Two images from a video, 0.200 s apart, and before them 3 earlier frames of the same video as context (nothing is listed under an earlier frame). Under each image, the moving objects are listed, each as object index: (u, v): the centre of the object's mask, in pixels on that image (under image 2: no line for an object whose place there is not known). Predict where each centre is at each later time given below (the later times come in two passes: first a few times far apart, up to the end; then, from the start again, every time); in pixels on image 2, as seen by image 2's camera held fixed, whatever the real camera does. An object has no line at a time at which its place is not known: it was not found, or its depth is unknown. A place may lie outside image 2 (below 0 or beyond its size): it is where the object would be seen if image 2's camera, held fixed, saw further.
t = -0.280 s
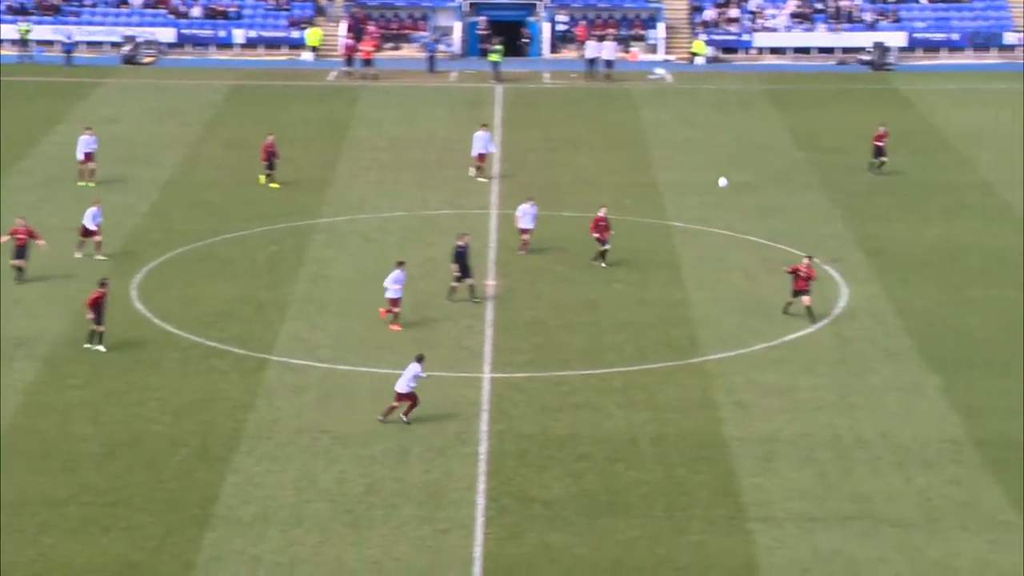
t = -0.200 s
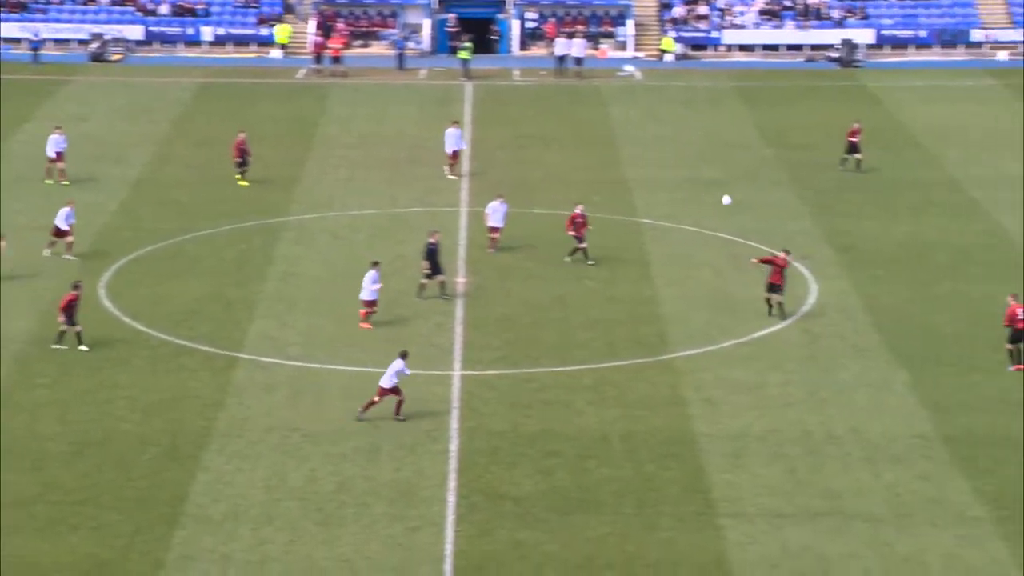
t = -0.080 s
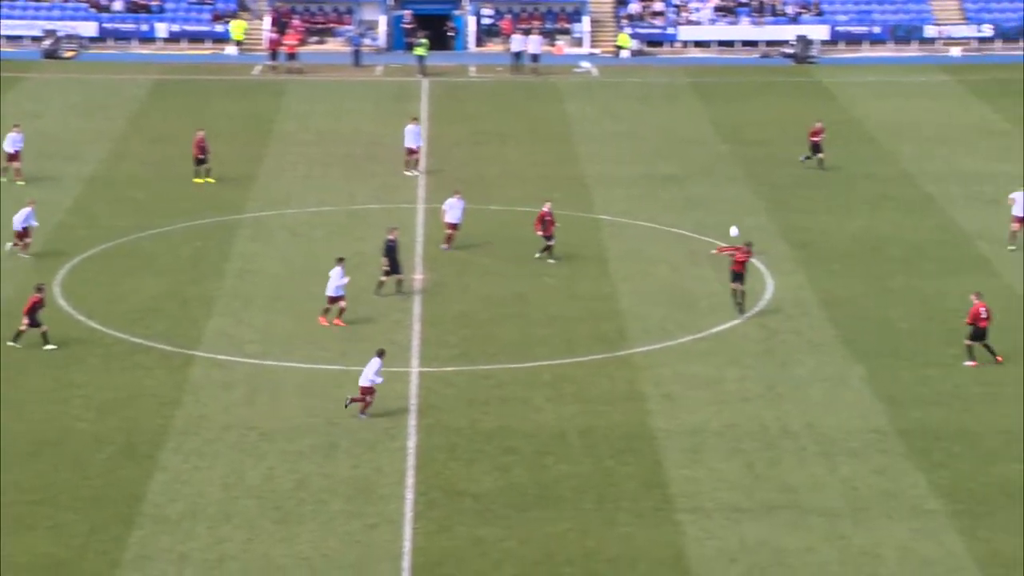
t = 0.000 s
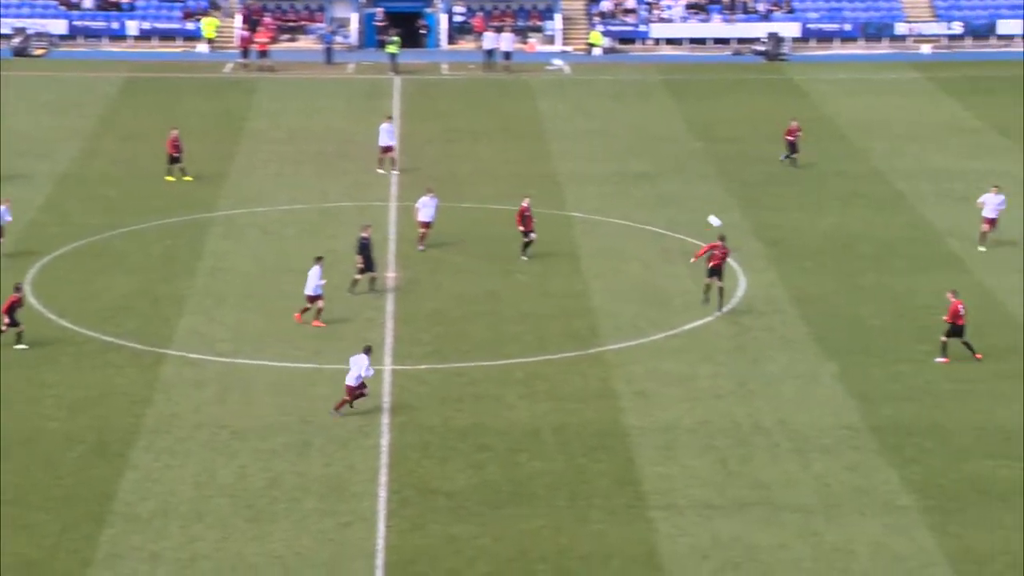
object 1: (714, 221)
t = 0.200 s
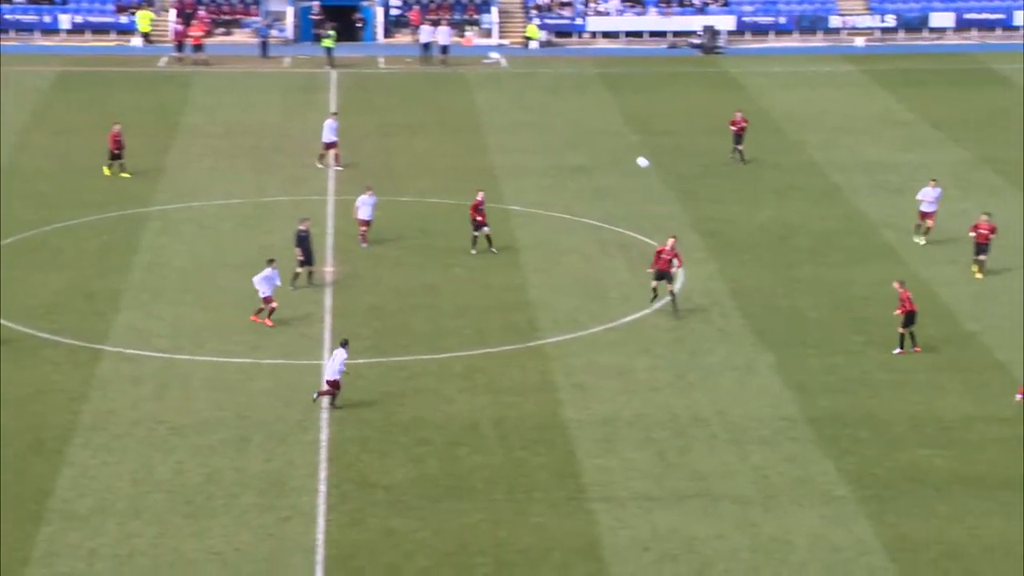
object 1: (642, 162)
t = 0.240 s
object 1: (641, 154)
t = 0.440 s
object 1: (634, 123)
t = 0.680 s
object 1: (628, 112)
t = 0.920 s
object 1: (623, 129)
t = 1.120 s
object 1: (621, 166)
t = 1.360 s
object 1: (617, 241)
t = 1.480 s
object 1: (616, 291)
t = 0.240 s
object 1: (641, 154)
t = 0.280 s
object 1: (640, 146)
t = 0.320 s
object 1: (638, 139)
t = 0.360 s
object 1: (637, 133)
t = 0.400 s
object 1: (635, 128)
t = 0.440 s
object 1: (634, 123)
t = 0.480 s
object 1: (633, 119)
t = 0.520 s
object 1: (632, 116)
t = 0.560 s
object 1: (631, 114)
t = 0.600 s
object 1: (630, 113)
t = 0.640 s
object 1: (629, 112)
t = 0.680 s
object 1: (628, 112)
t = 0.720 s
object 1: (627, 112)
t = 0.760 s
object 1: (626, 114)
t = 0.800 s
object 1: (626, 116)
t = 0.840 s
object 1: (625, 120)
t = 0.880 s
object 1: (624, 124)
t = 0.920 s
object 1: (623, 129)
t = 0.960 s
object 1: (623, 135)
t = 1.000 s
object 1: (622, 142)
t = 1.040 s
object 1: (621, 149)
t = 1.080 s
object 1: (621, 157)
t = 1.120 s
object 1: (621, 166)
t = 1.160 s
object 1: (619, 177)
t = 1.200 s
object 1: (619, 188)
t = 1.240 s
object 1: (619, 200)
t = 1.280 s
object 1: (618, 212)
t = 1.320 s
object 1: (618, 227)
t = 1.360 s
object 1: (617, 241)
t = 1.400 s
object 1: (617, 256)
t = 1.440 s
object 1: (617, 273)
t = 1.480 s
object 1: (616, 291)
